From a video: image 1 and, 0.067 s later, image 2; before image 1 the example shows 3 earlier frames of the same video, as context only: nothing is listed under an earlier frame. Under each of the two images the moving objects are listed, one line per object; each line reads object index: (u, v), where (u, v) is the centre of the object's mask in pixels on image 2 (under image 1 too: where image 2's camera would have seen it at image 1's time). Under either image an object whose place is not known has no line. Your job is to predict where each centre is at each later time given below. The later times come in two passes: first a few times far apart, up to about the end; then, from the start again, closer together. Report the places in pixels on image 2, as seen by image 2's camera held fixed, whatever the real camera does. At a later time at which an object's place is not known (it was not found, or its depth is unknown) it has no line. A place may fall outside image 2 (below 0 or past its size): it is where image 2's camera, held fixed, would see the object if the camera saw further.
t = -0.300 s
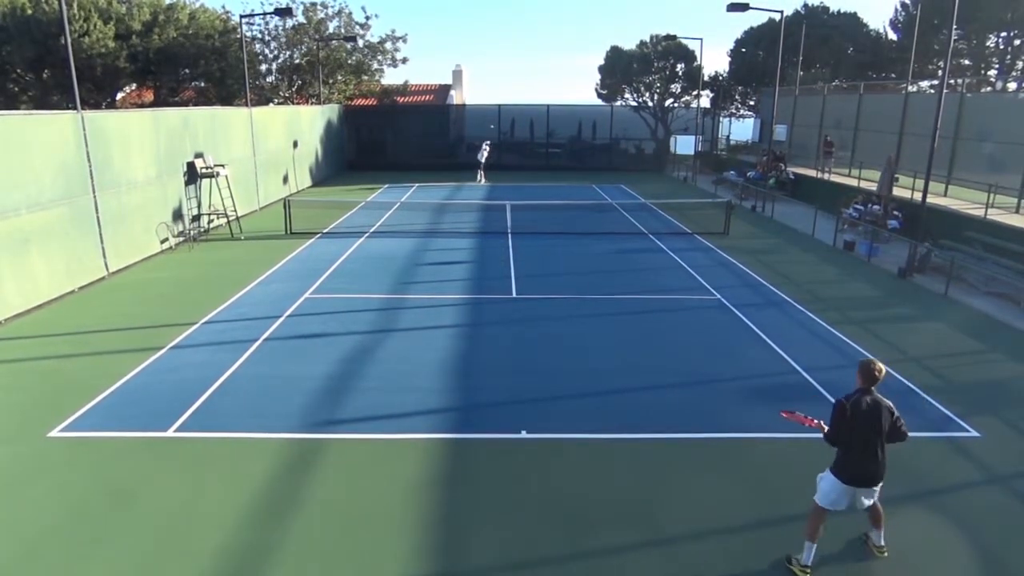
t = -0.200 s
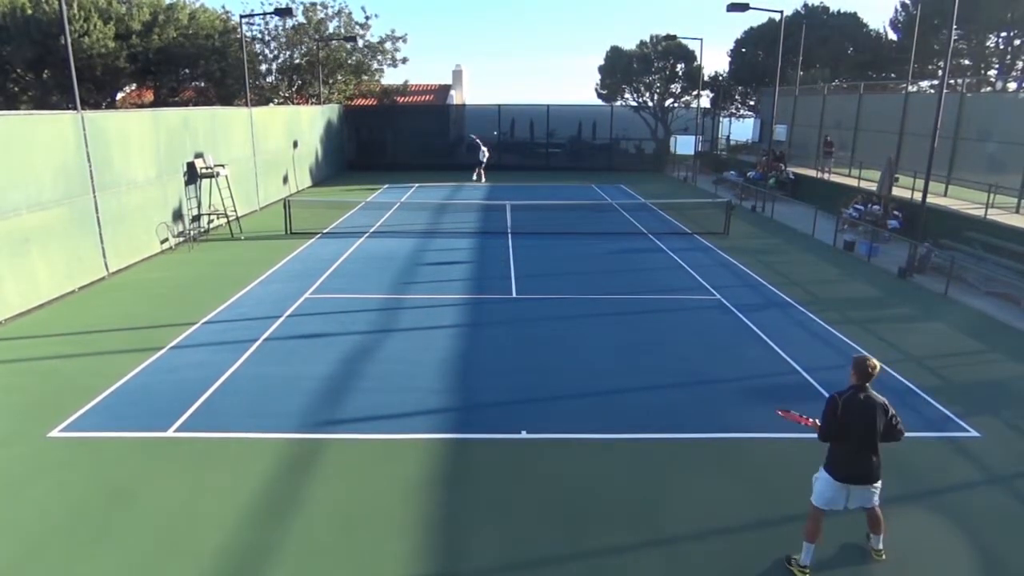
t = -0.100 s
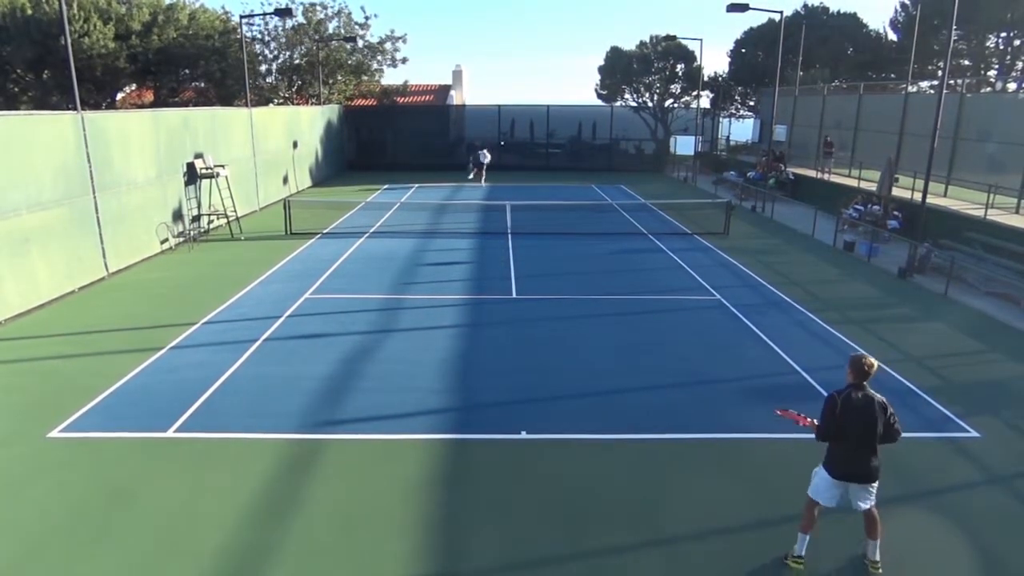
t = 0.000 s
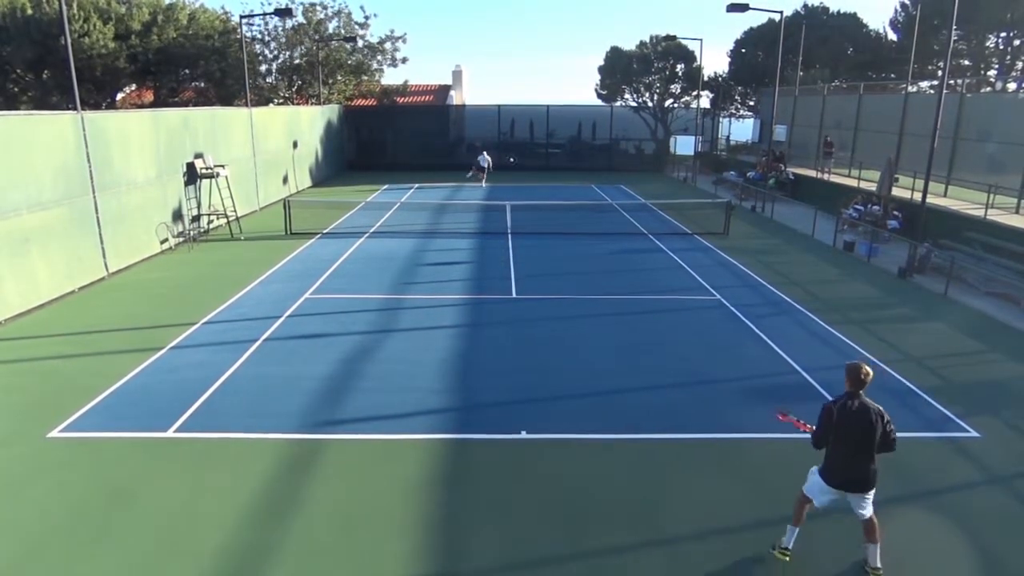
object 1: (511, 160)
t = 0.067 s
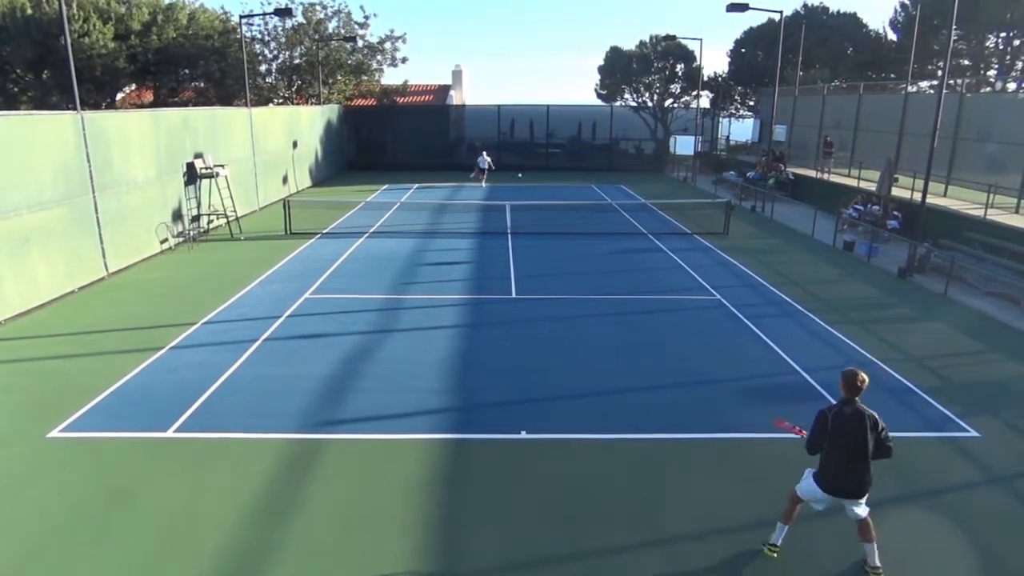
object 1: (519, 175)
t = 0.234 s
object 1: (548, 236)
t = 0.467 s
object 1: (593, 261)
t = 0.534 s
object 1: (607, 260)
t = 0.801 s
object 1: (699, 304)
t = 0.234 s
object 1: (548, 236)
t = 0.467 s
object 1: (593, 261)
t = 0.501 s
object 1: (599, 260)
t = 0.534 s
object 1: (607, 260)
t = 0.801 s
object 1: (699, 304)
